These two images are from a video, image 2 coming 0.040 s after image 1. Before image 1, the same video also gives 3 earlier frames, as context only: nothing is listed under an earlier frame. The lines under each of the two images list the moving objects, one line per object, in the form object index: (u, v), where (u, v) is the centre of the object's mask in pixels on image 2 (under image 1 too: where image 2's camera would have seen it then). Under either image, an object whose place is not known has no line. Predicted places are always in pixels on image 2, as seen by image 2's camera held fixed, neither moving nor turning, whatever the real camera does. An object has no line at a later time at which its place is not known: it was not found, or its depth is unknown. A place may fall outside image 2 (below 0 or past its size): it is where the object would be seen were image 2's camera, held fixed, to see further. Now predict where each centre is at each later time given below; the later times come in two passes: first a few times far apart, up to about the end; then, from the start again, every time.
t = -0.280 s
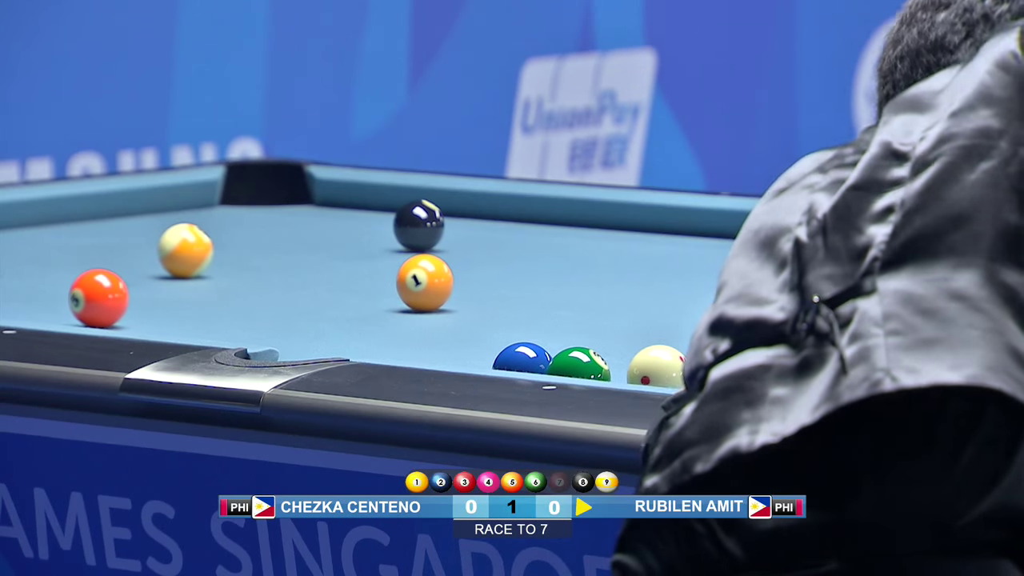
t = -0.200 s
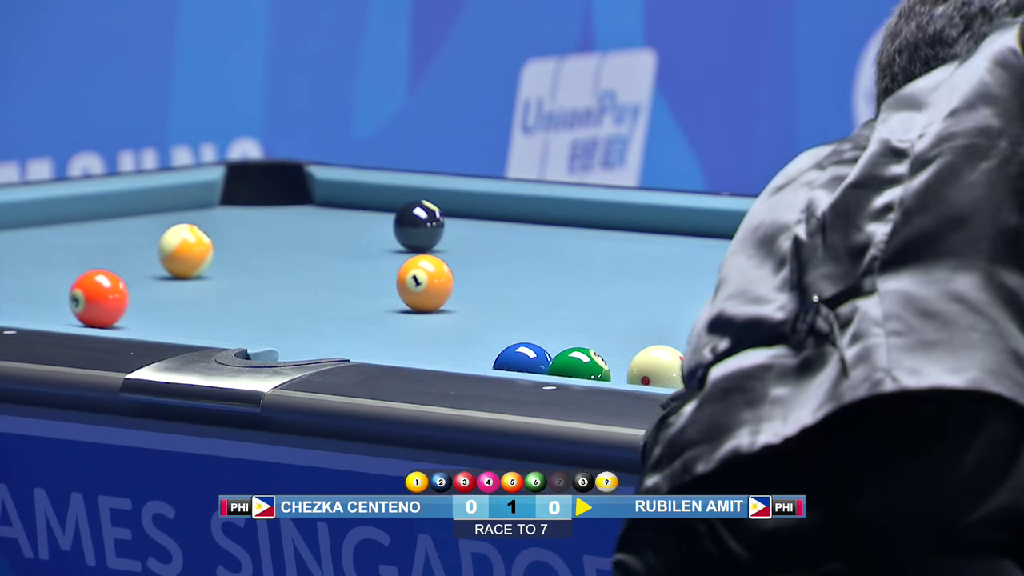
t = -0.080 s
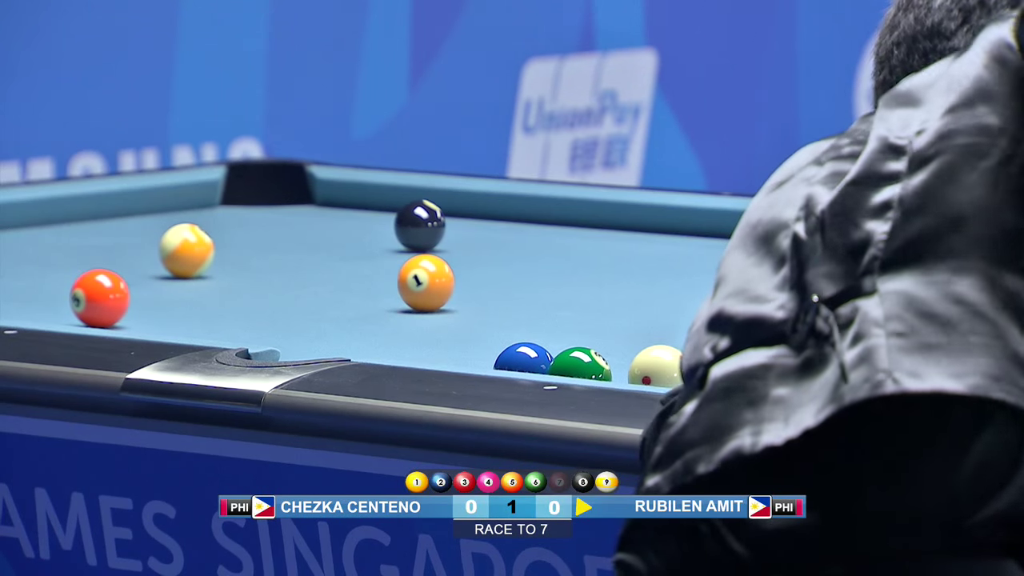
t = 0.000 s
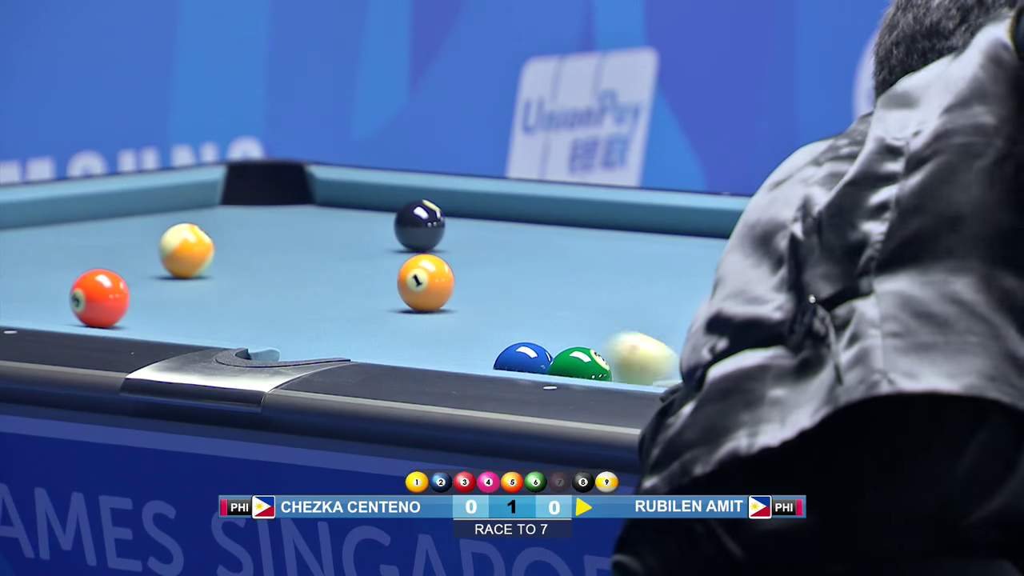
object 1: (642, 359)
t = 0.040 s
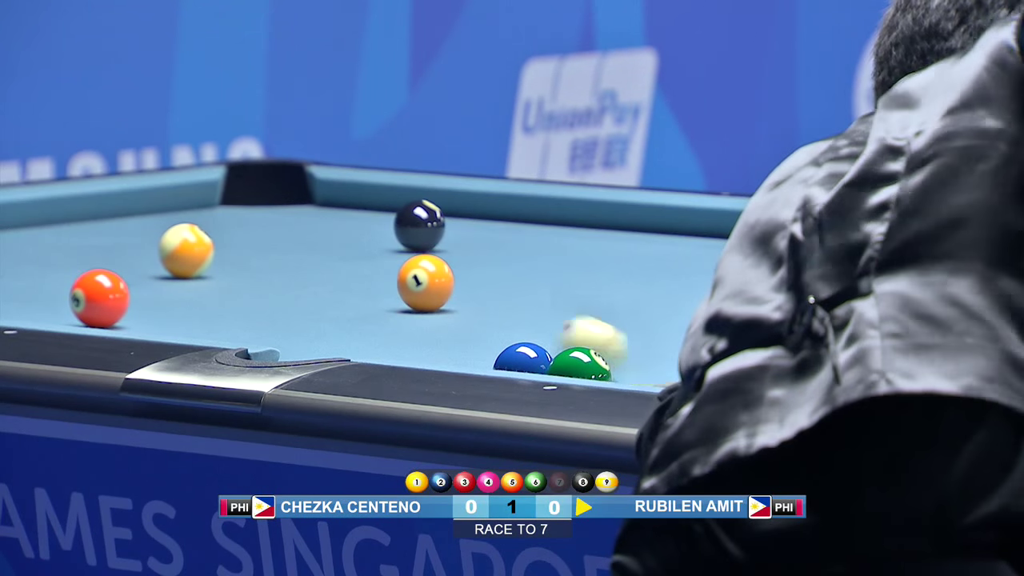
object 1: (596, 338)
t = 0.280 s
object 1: (403, 289)
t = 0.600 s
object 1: (335, 299)
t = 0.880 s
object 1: (290, 310)
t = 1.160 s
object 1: (248, 318)
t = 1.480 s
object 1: (202, 322)
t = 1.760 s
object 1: (165, 324)
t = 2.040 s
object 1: (188, 325)
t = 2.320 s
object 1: (219, 326)
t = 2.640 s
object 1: (247, 326)
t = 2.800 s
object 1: (258, 327)
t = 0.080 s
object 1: (548, 325)
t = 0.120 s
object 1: (506, 315)
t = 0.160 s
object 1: (468, 302)
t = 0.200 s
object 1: (432, 289)
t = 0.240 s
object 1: (417, 289)
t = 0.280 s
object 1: (403, 289)
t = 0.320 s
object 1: (391, 290)
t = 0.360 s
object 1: (380, 291)
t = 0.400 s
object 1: (371, 292)
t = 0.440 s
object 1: (362, 293)
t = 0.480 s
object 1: (355, 295)
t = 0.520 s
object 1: (349, 296)
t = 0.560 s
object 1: (342, 298)
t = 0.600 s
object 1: (335, 299)
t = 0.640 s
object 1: (329, 301)
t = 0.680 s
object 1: (322, 302)
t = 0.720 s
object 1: (315, 304)
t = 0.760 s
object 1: (308, 305)
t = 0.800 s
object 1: (302, 307)
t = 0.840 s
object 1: (296, 308)
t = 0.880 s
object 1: (290, 310)
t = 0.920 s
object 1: (284, 312)
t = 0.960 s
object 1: (277, 313)
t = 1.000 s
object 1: (271, 314)
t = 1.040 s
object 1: (265, 315)
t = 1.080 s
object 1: (259, 317)
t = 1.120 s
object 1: (253, 317)
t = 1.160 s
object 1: (248, 318)
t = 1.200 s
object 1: (241, 318)
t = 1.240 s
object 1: (236, 319)
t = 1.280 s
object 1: (230, 320)
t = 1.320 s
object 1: (224, 320)
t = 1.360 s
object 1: (218, 320)
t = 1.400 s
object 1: (213, 321)
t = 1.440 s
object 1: (208, 321)
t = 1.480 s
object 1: (202, 322)
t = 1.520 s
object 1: (196, 322)
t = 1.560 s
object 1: (191, 322)
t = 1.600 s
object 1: (186, 323)
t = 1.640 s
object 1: (181, 323)
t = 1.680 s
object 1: (175, 324)
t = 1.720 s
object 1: (170, 324)
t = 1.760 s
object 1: (165, 324)
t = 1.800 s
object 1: (160, 325)
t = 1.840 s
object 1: (162, 325)
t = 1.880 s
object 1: (168, 325)
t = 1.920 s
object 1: (173, 325)
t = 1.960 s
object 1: (178, 325)
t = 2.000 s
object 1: (184, 325)
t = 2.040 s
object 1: (188, 325)
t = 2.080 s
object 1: (193, 325)
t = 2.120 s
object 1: (198, 325)
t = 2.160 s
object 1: (202, 326)
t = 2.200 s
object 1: (207, 326)
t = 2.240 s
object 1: (211, 326)
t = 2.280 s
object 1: (215, 326)
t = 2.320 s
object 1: (219, 326)
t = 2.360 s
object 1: (223, 326)
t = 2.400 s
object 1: (227, 326)
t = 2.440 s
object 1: (231, 326)
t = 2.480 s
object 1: (234, 326)
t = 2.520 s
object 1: (238, 326)
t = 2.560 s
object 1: (241, 326)
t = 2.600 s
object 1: (244, 326)
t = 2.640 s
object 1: (247, 326)
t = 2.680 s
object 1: (250, 327)
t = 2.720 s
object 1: (247, 326)
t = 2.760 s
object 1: (265, 326)
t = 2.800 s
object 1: (258, 327)
